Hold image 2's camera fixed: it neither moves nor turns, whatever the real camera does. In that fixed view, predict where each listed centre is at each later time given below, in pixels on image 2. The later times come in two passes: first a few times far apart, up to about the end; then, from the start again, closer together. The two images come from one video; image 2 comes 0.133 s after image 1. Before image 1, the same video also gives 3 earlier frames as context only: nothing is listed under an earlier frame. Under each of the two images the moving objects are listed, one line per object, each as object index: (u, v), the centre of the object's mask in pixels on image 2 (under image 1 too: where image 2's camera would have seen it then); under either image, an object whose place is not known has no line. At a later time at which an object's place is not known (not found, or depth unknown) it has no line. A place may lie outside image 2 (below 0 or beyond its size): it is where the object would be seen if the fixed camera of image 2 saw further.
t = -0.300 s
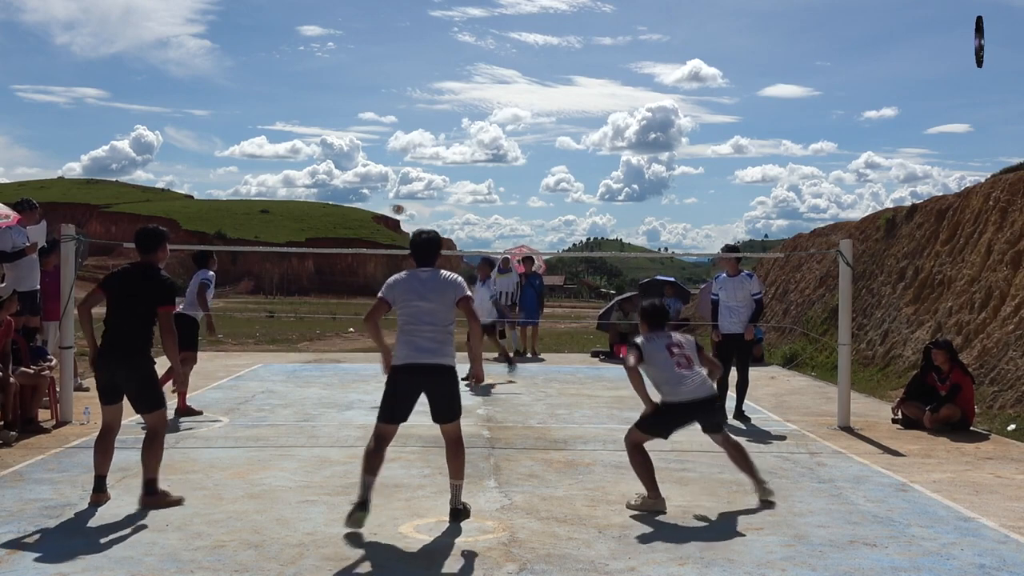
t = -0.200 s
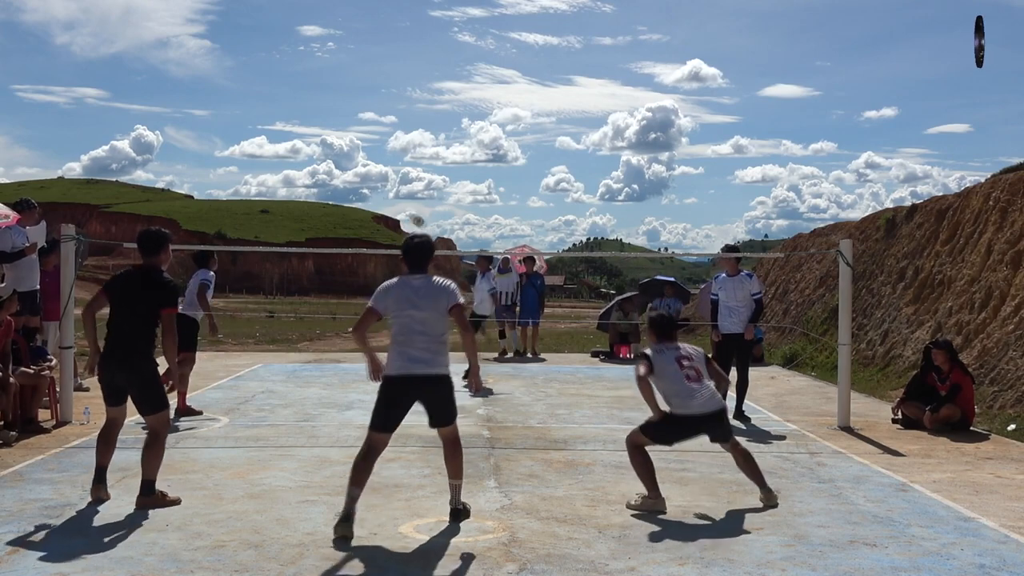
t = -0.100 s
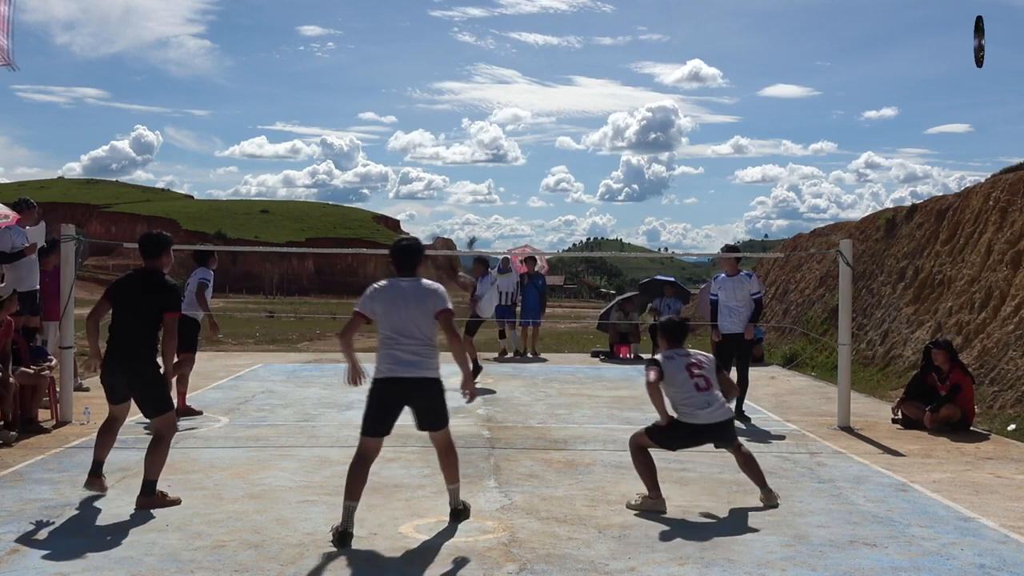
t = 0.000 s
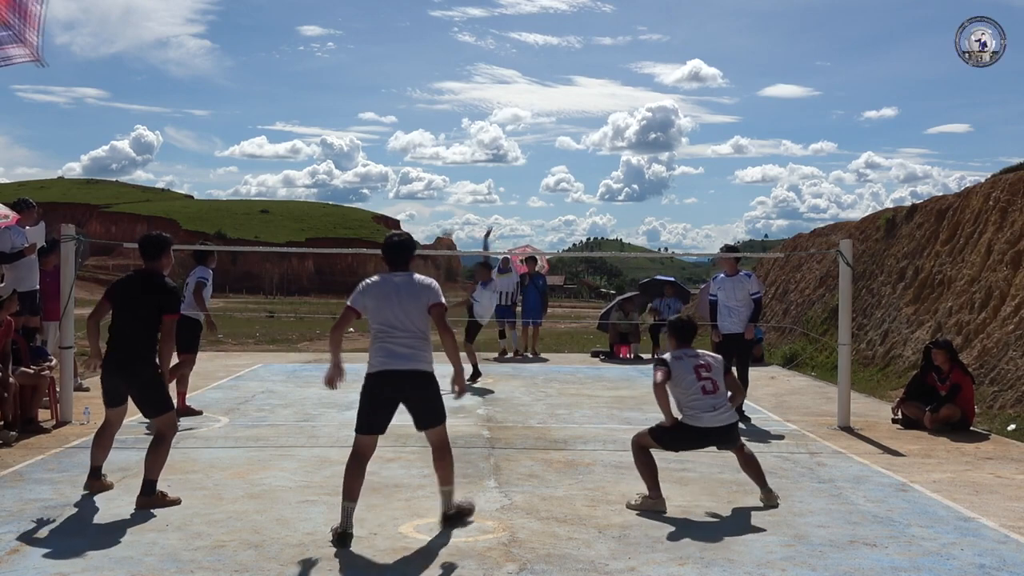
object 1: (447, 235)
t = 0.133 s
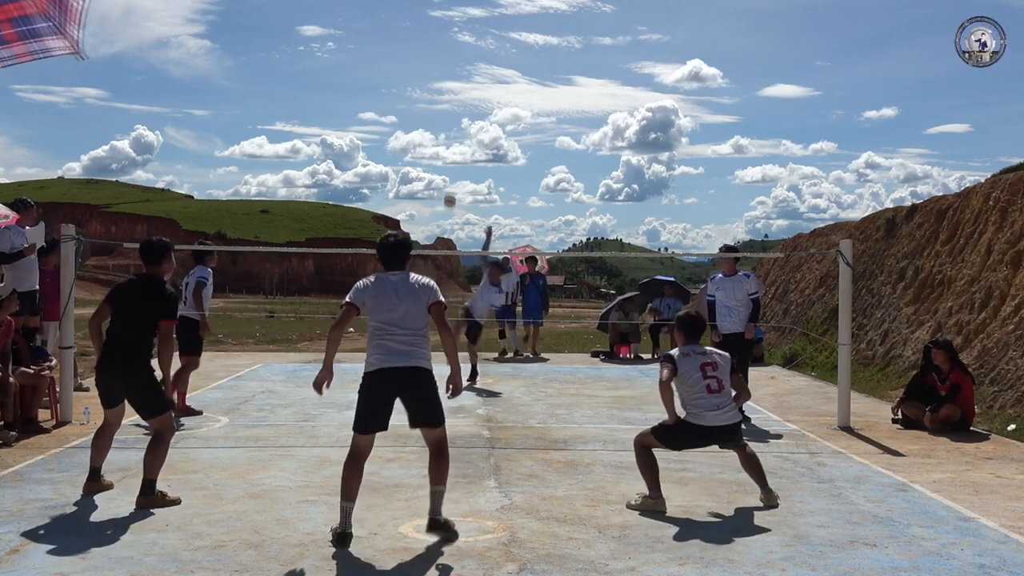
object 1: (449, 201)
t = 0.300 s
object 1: (454, 168)
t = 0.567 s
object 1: (467, 167)
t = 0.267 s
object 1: (453, 173)
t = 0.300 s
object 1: (454, 168)
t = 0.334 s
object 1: (455, 164)
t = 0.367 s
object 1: (457, 161)
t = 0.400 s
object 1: (458, 158)
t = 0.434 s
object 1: (459, 157)
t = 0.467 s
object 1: (461, 157)
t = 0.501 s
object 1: (463, 158)
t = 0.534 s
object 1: (464, 162)
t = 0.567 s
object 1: (467, 167)
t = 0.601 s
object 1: (469, 173)
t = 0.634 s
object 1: (471, 180)
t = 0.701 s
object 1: (477, 207)
